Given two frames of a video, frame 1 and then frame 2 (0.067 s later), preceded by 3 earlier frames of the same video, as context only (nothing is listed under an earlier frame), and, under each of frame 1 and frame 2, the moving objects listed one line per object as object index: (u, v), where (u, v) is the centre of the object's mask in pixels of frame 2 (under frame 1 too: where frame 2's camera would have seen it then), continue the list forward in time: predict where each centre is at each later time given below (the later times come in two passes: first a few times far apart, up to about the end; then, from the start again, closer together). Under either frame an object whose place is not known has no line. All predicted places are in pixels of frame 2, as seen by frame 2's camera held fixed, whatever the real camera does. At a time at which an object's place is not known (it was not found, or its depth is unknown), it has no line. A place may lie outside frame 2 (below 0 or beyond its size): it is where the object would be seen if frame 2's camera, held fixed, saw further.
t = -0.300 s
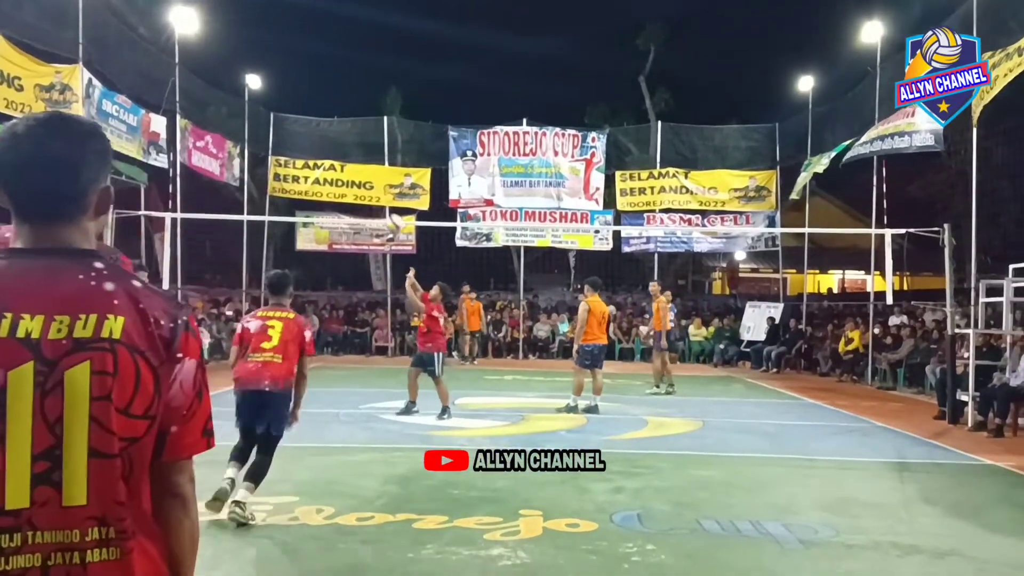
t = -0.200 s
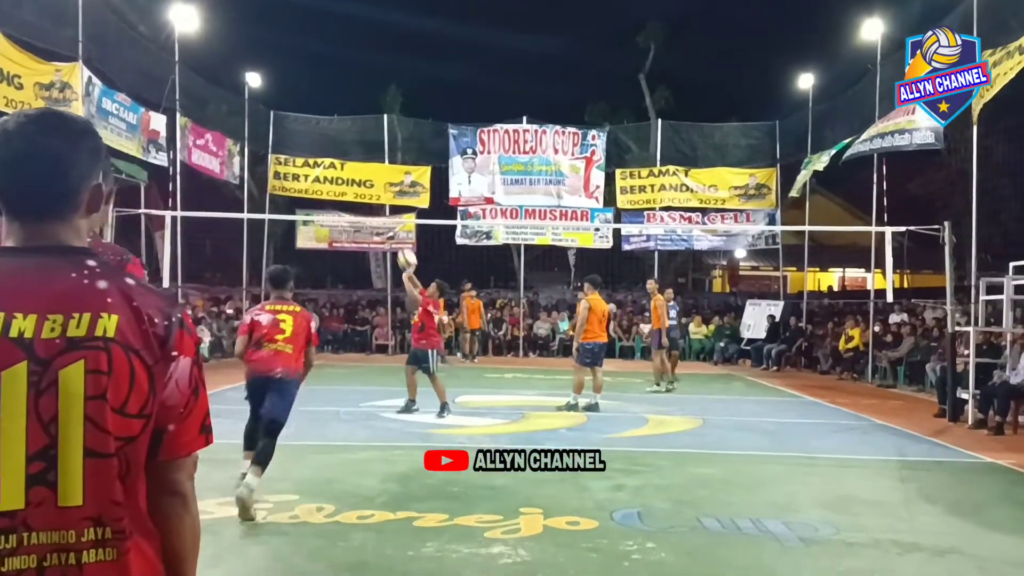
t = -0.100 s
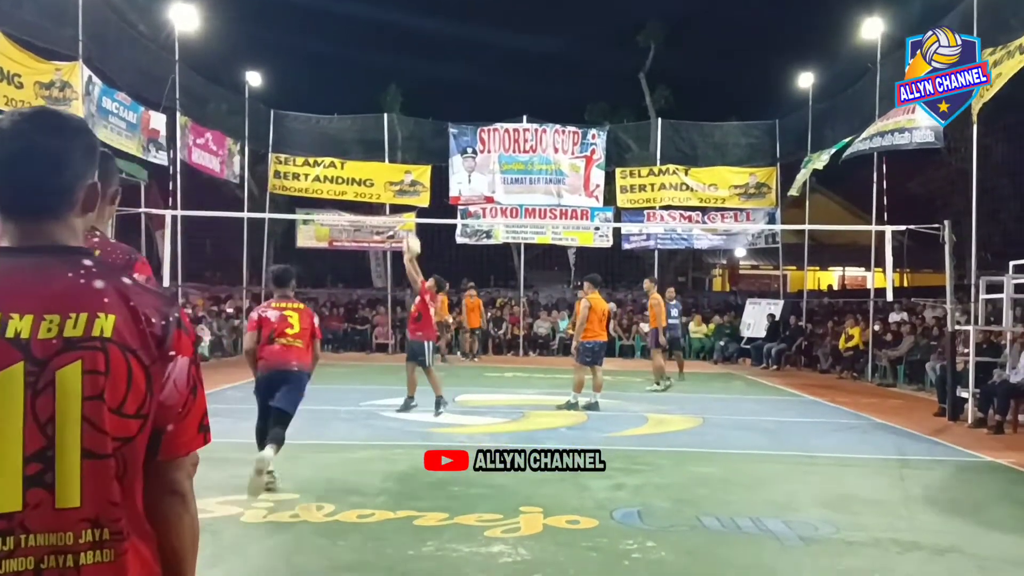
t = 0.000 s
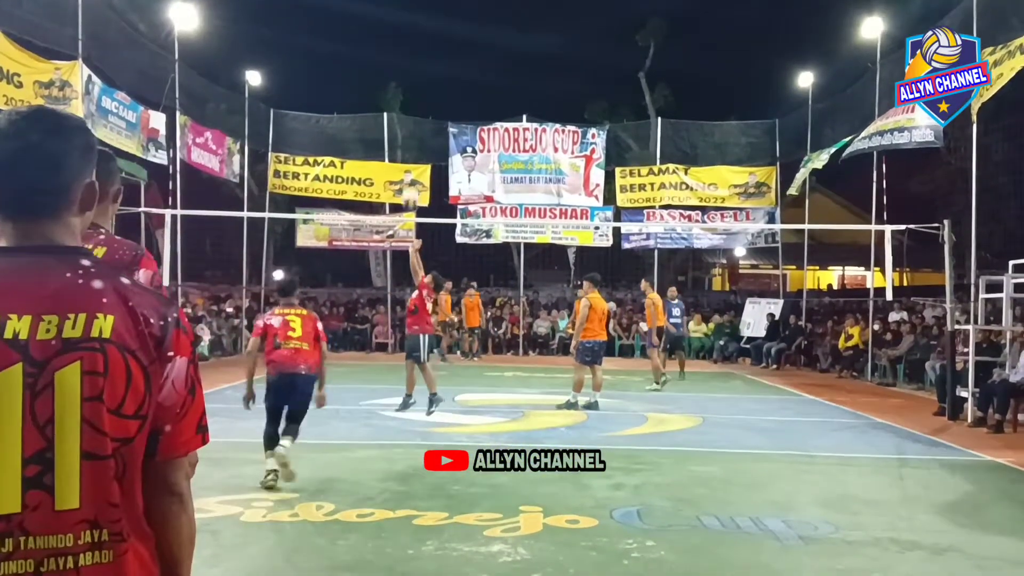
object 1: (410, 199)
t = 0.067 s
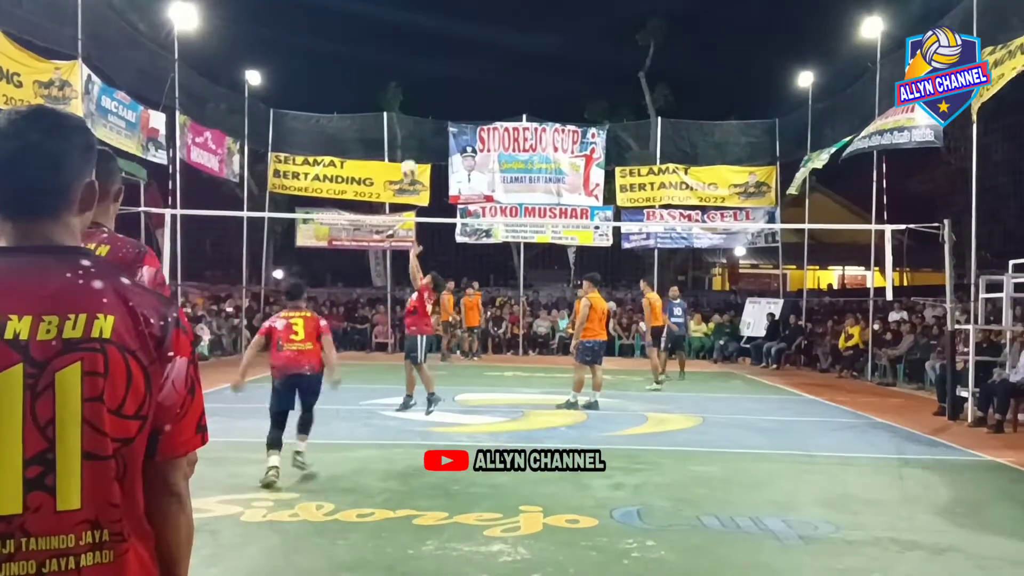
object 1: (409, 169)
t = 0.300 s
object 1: (408, 103)
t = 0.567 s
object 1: (404, 81)
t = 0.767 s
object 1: (401, 103)
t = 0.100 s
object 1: (409, 156)
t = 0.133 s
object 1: (409, 147)
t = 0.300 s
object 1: (408, 103)
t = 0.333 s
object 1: (407, 97)
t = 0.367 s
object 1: (407, 92)
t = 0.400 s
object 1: (406, 88)
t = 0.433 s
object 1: (406, 85)
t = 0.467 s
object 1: (406, 83)
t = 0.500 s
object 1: (405, 82)
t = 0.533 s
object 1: (405, 81)
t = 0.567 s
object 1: (404, 81)
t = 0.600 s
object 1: (404, 83)
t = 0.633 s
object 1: (403, 85)
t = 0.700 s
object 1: (403, 92)
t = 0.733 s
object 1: (402, 98)
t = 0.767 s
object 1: (401, 103)
